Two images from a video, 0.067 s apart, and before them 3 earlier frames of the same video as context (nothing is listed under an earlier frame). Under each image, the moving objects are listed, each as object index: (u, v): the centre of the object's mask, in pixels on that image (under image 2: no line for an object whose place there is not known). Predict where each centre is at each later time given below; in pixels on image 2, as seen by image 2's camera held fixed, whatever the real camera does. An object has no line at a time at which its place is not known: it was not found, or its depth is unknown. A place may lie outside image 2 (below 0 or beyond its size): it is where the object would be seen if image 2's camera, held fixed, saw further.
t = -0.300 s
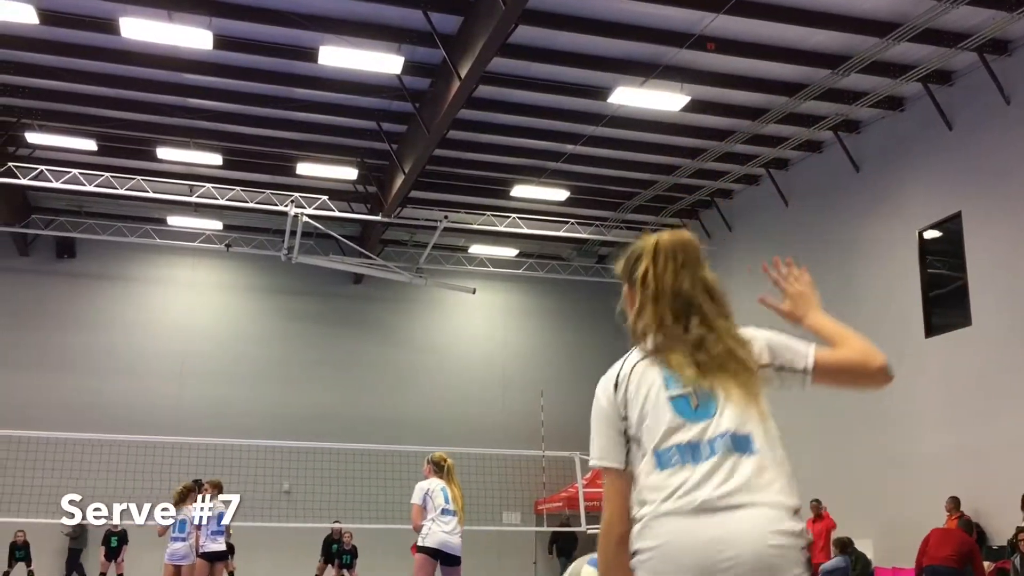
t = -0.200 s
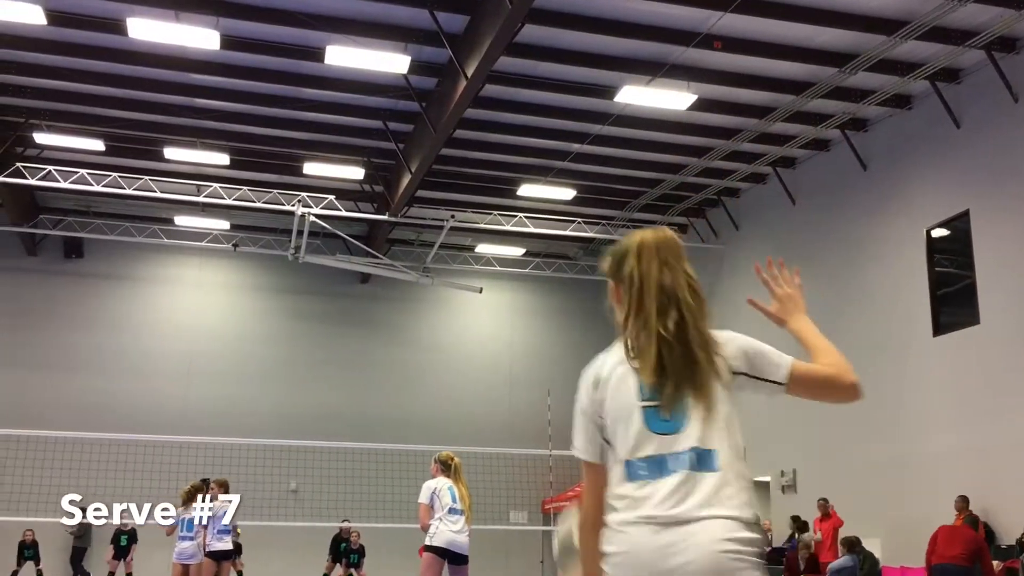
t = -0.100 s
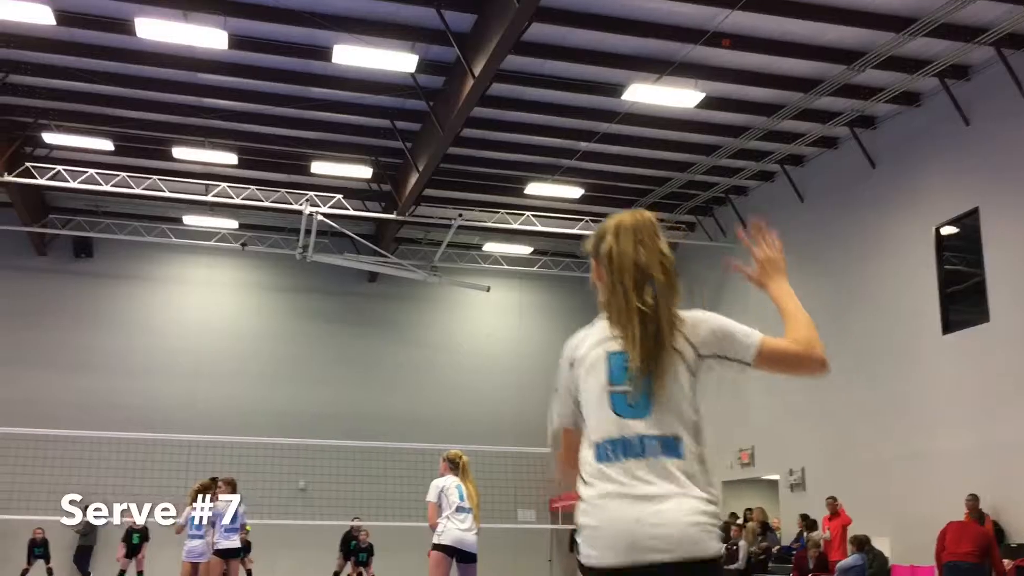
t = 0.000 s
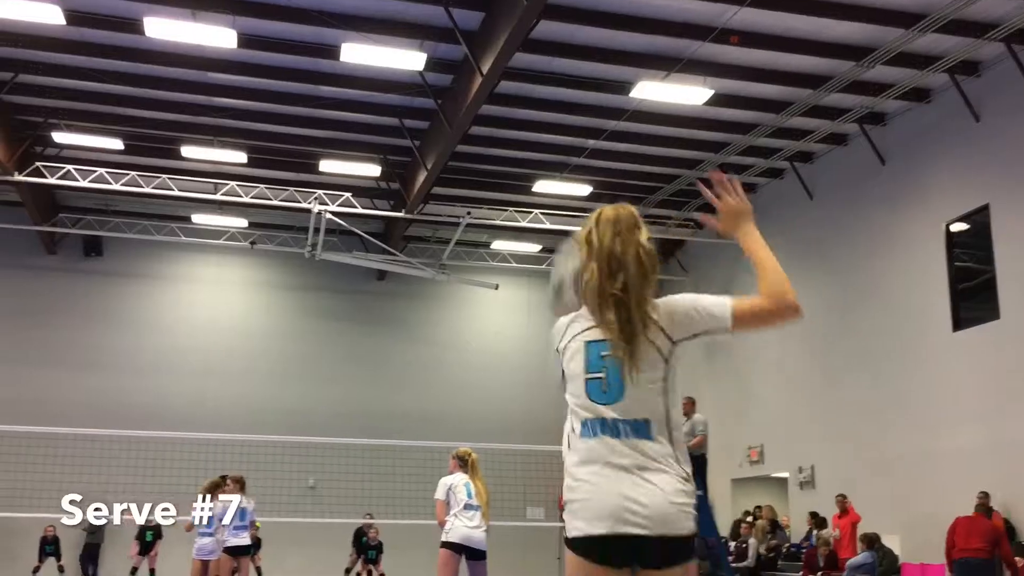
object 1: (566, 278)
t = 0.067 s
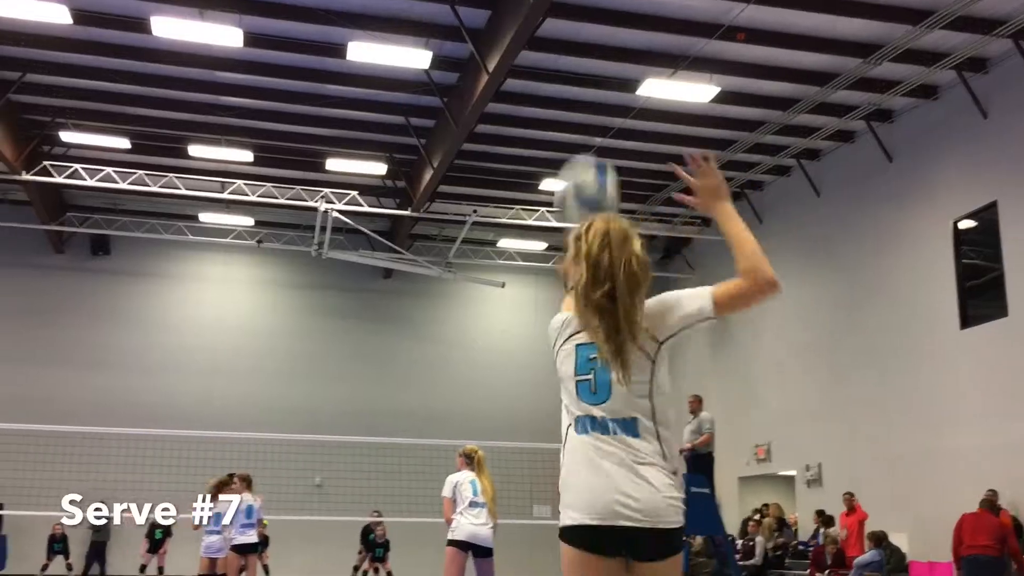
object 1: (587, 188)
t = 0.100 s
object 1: (583, 157)
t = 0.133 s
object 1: (578, 136)
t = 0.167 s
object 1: (574, 113)
